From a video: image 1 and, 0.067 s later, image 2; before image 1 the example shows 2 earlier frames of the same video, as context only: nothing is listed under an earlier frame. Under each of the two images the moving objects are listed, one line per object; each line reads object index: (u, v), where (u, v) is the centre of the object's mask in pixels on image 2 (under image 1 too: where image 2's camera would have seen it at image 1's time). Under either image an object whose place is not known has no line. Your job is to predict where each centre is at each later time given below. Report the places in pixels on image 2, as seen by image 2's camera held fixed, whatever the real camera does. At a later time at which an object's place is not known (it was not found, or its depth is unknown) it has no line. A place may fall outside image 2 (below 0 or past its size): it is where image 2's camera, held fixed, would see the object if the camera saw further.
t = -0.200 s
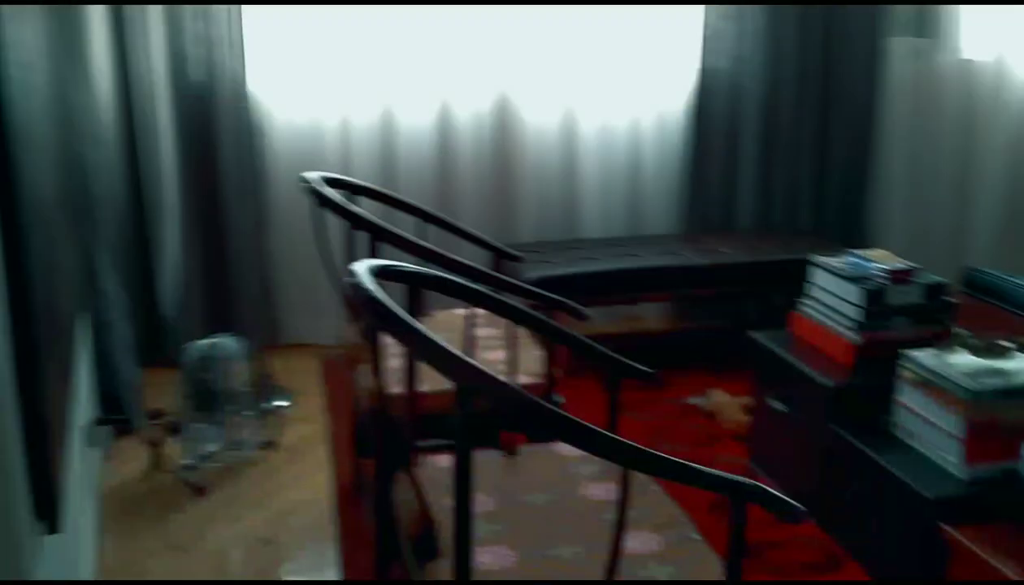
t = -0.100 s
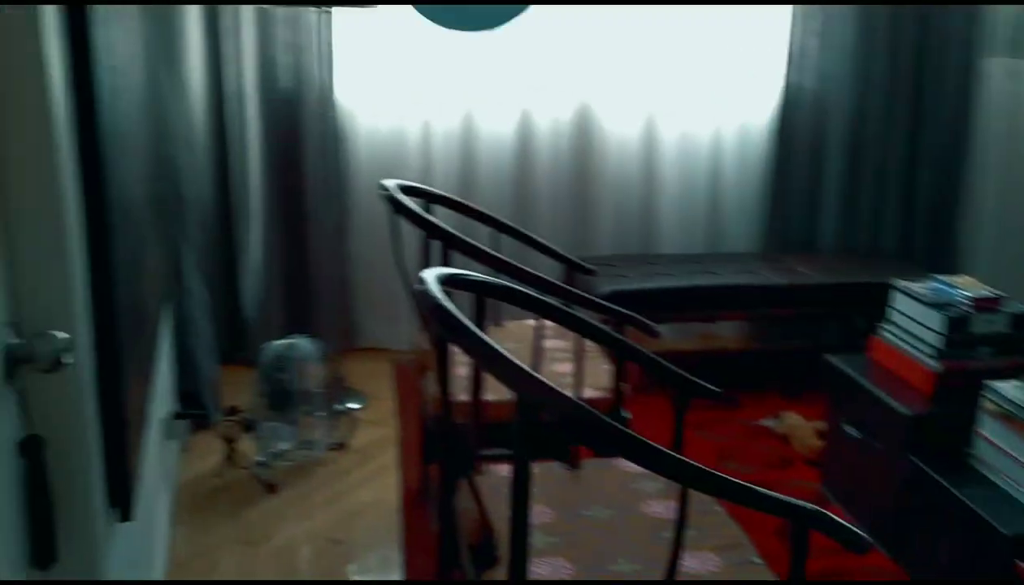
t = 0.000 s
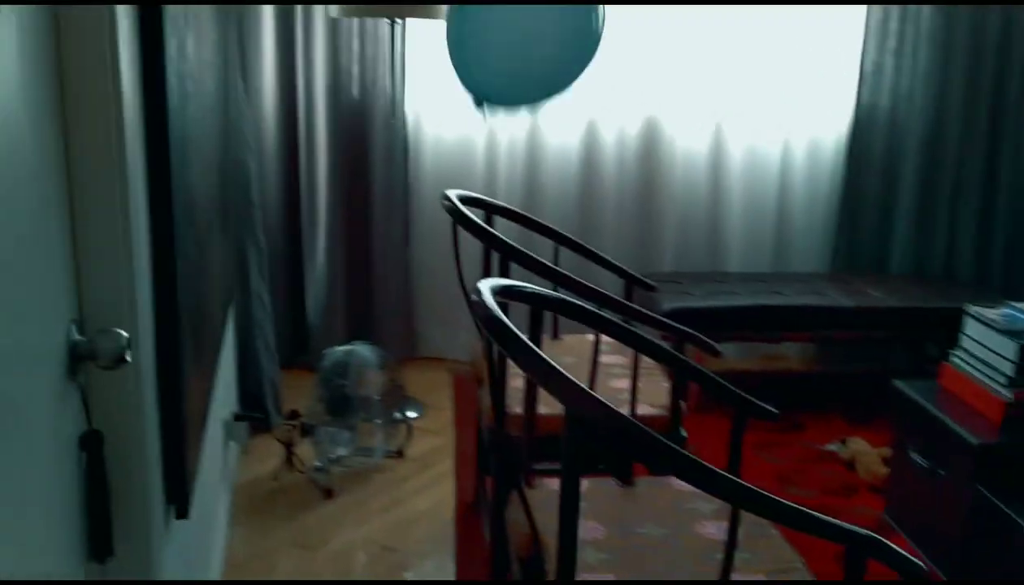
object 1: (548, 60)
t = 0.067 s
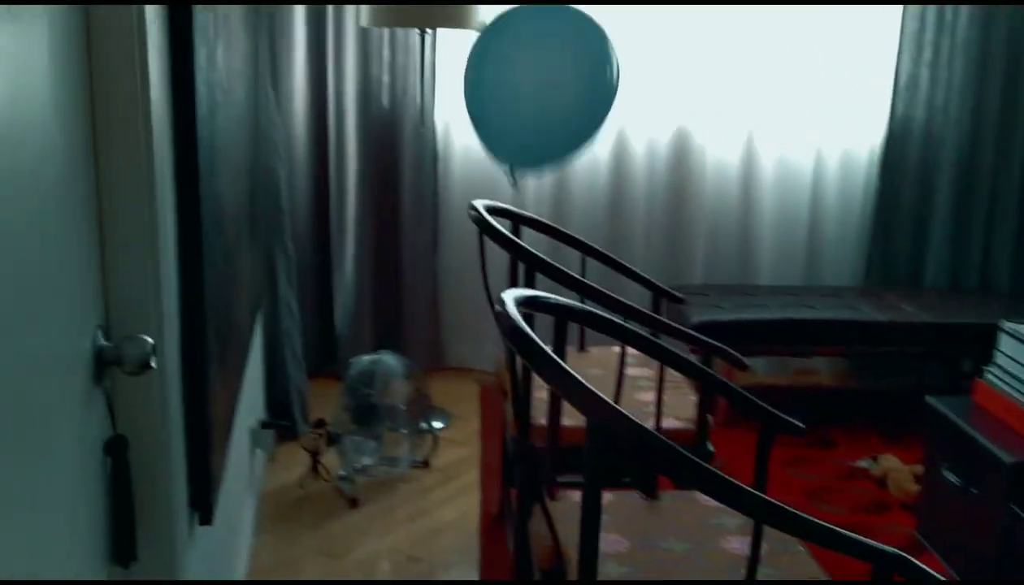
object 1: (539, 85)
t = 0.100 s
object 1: (533, 108)
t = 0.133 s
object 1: (528, 132)
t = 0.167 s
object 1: (523, 159)
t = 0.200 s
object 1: (519, 185)
